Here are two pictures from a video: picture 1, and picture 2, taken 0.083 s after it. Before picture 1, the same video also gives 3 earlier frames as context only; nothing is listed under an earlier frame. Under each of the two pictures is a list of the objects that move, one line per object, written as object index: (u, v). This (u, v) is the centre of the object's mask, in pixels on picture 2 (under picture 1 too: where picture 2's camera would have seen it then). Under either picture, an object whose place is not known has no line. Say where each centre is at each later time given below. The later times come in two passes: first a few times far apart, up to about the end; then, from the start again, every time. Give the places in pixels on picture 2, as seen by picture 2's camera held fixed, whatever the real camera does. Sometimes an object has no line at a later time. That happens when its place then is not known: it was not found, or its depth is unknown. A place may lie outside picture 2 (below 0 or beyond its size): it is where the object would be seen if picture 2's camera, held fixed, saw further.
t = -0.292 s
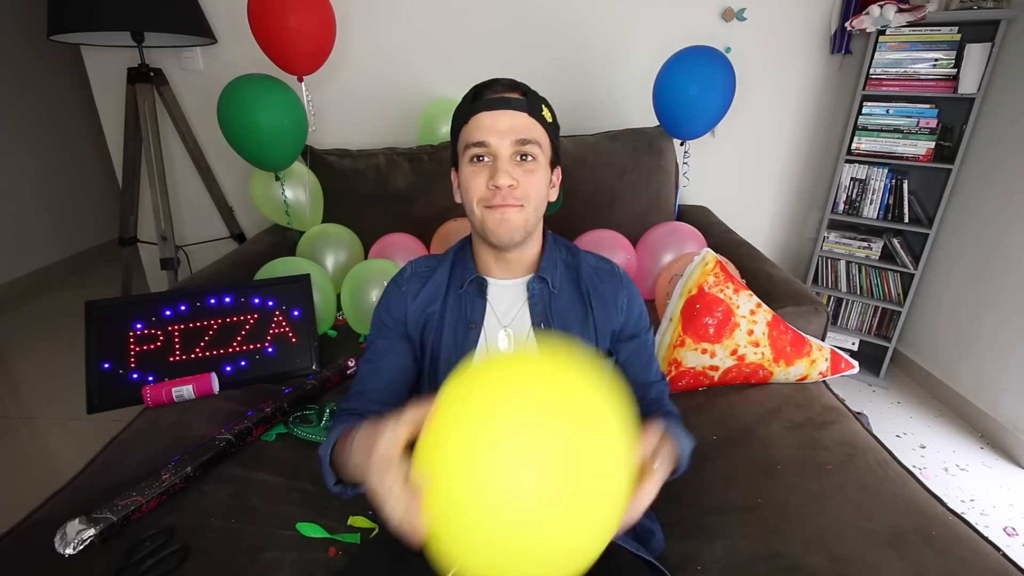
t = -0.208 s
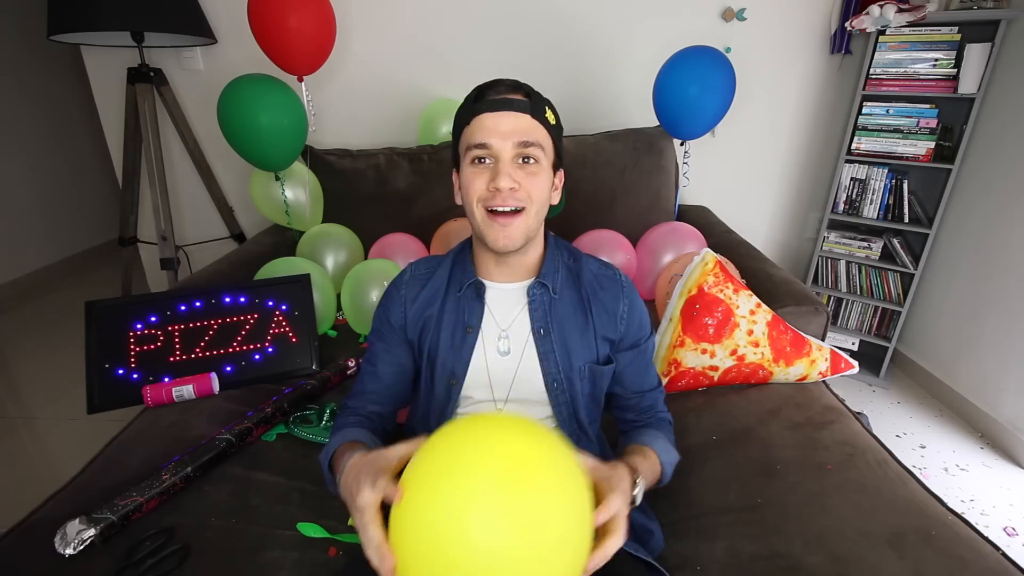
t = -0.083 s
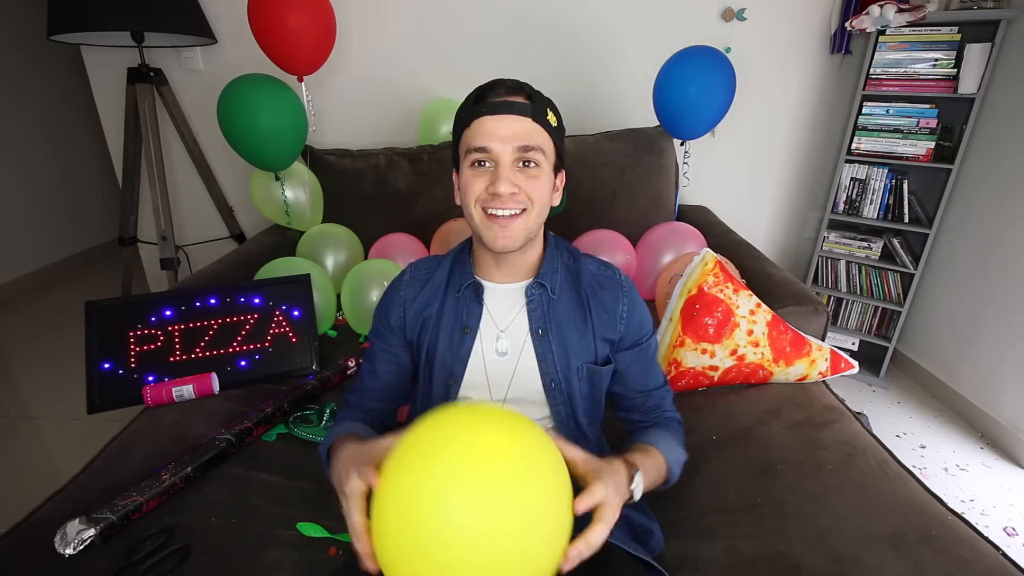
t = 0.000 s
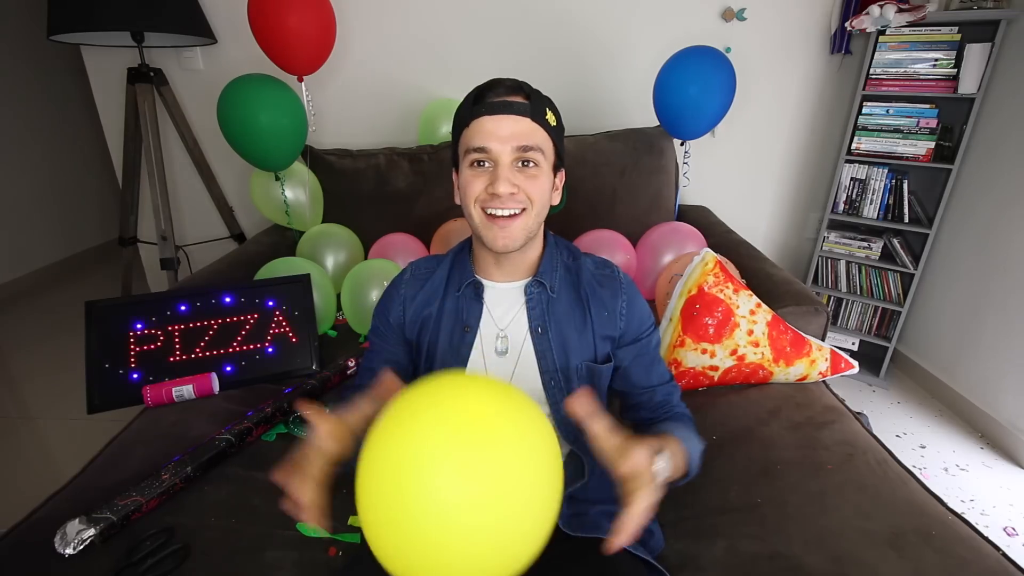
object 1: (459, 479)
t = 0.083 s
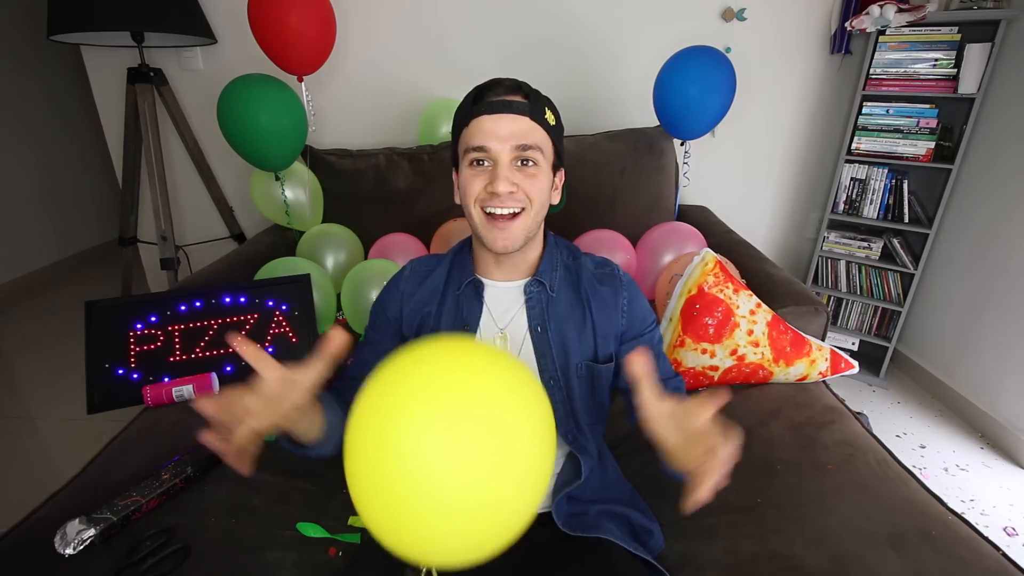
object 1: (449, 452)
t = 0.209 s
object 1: (441, 395)
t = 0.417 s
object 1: (434, 269)
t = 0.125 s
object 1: (445, 435)
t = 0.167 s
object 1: (443, 416)
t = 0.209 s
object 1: (441, 395)
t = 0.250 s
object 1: (439, 373)
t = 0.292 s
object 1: (438, 349)
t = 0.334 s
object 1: (436, 324)
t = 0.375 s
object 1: (435, 297)
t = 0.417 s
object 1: (434, 269)
